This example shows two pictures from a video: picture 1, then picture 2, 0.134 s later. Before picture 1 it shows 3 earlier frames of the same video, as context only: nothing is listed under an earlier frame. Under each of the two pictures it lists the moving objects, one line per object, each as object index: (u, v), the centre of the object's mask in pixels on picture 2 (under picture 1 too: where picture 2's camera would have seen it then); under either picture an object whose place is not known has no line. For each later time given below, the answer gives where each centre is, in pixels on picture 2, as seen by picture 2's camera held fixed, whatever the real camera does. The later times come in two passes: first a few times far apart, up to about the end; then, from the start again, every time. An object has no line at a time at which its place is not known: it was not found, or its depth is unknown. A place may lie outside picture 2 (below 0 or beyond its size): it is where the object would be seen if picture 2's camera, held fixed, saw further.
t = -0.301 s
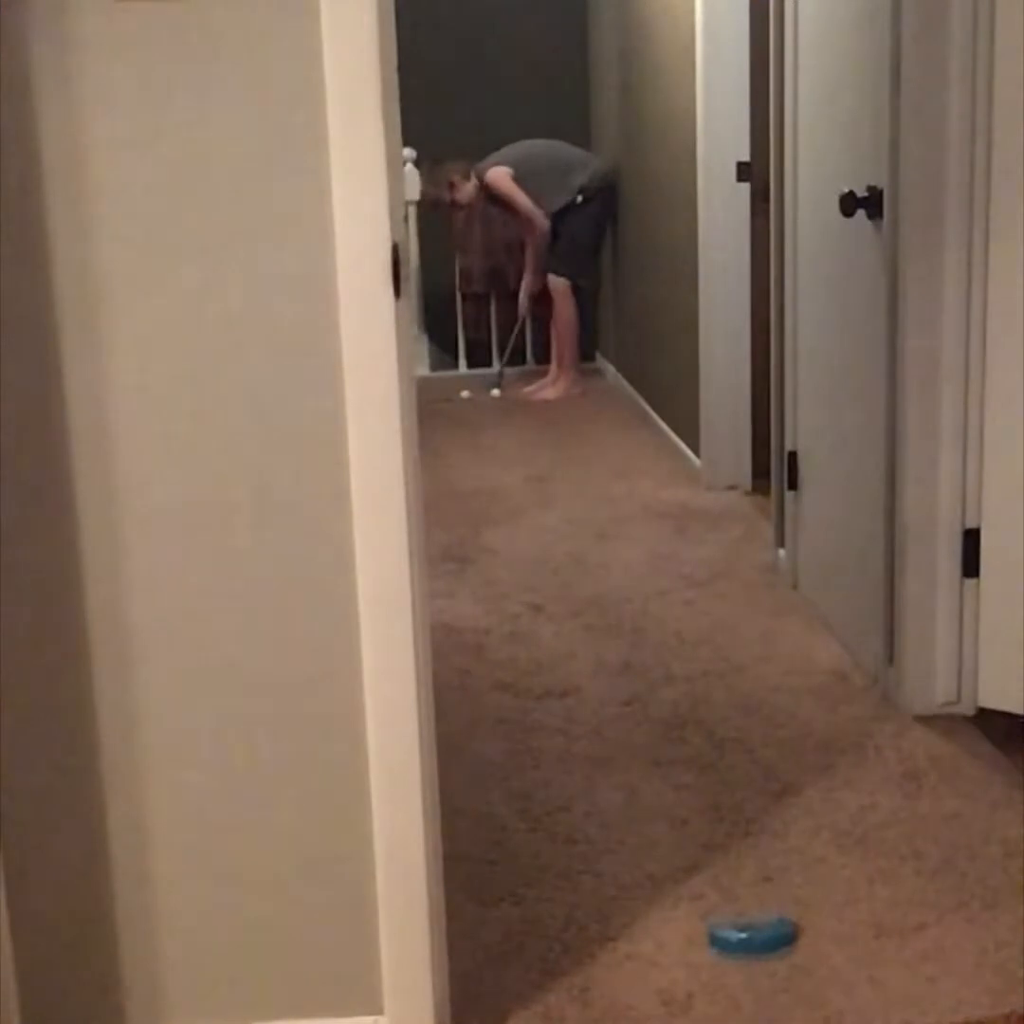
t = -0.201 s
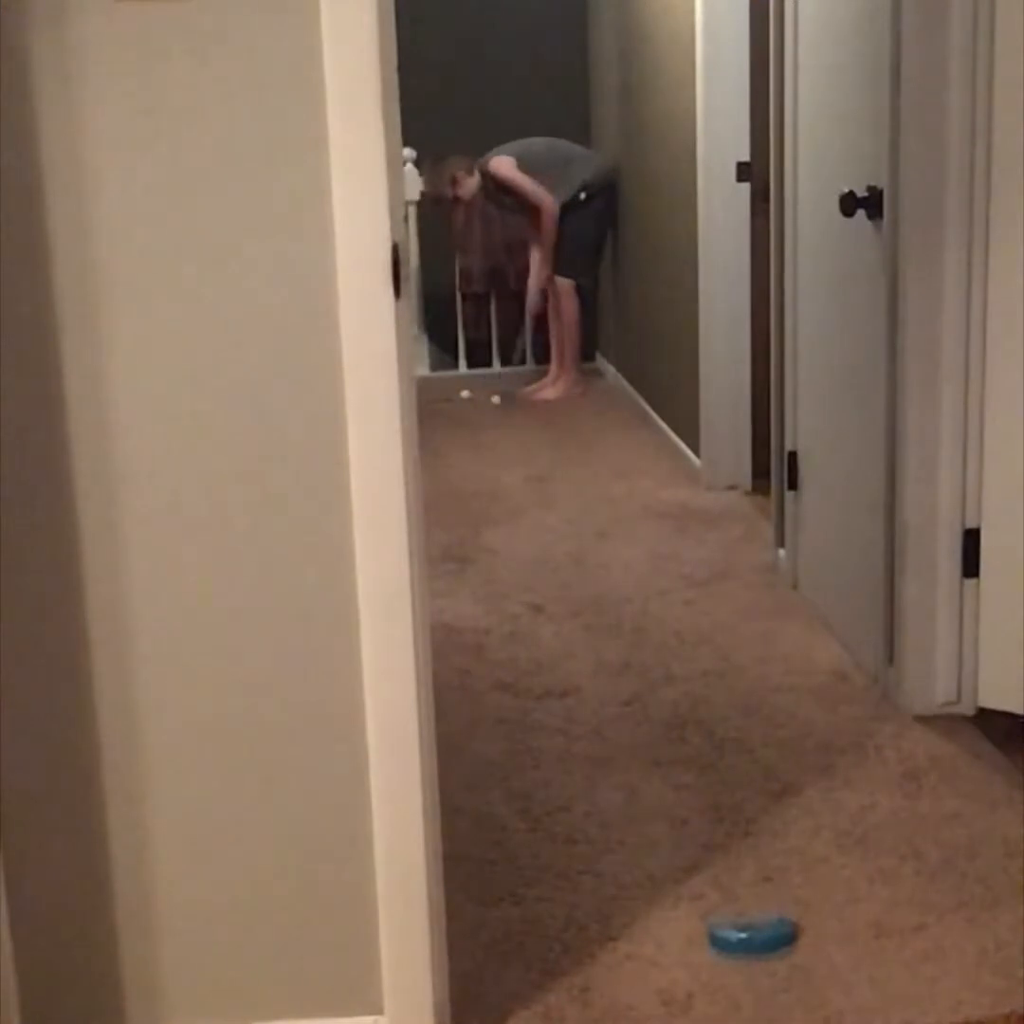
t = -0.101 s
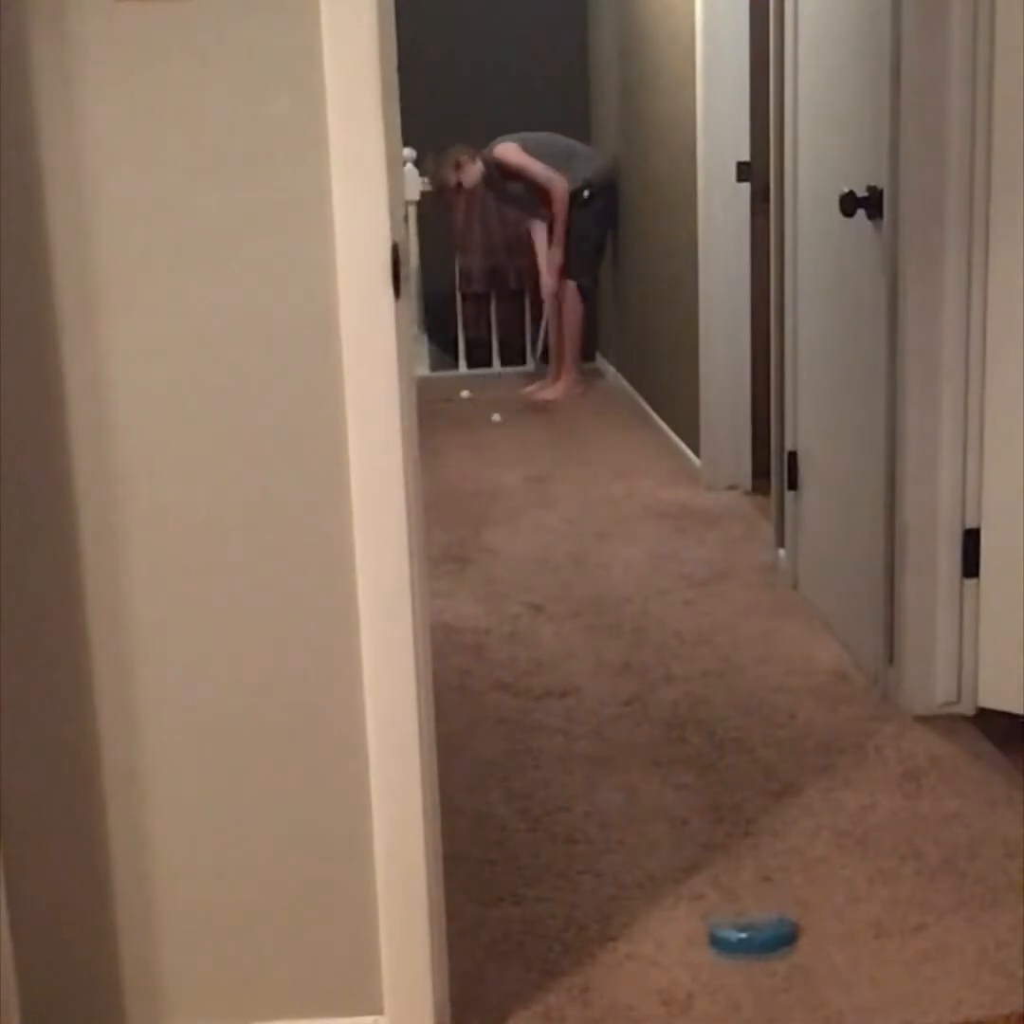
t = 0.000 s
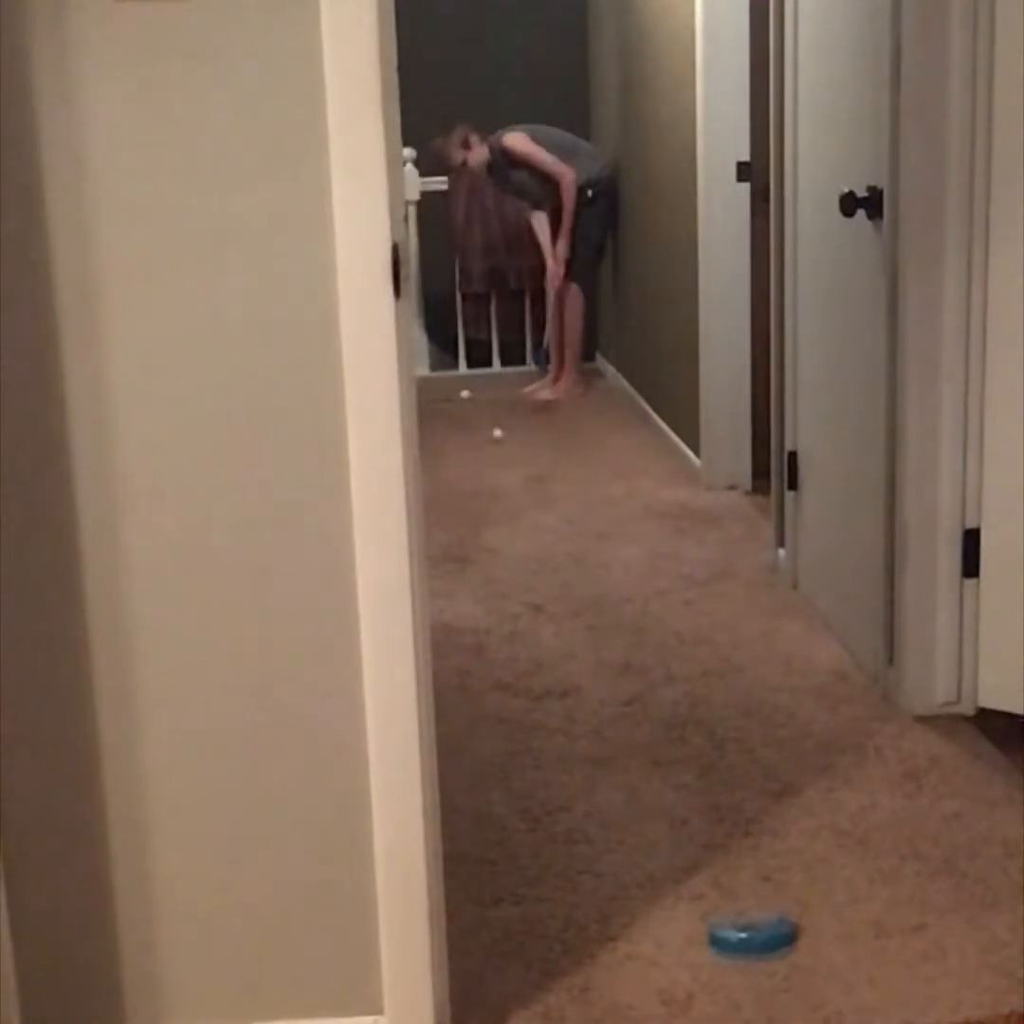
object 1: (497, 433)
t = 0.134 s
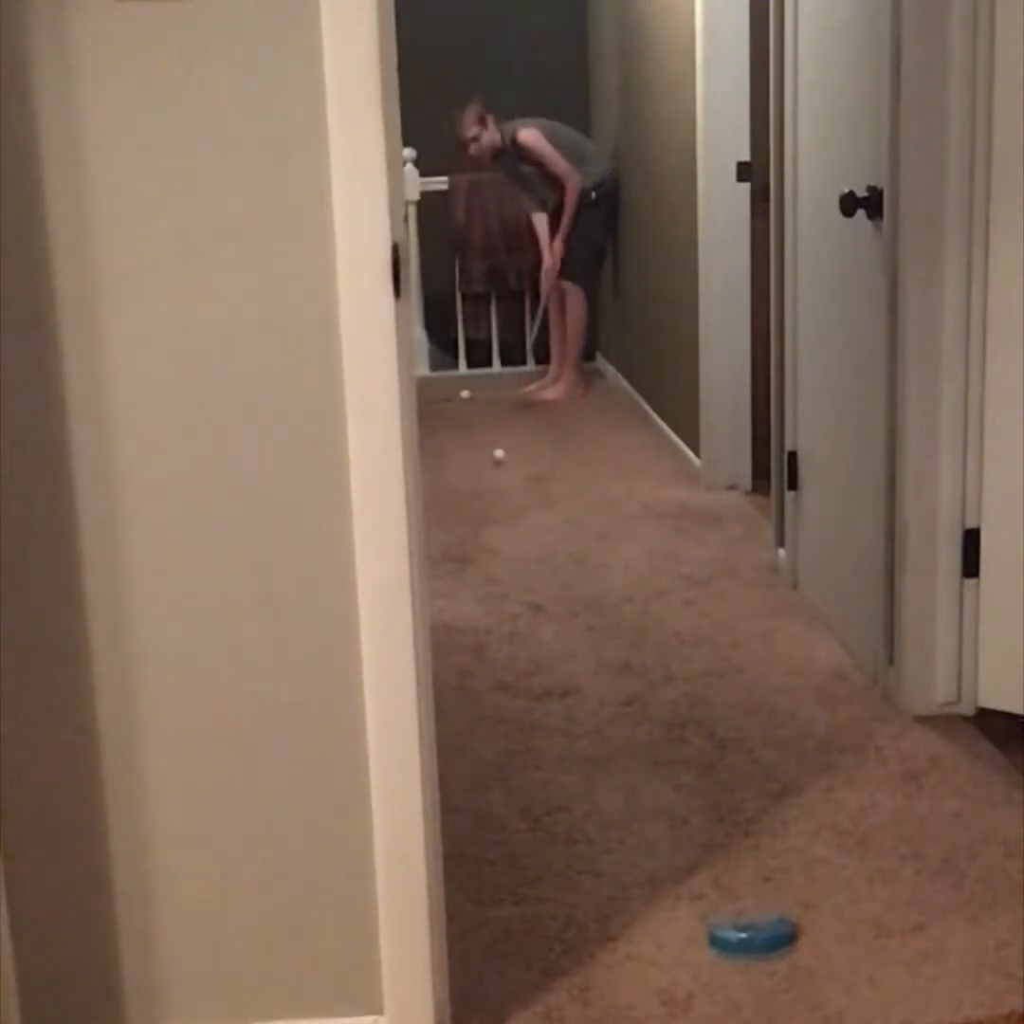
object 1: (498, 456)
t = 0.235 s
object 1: (500, 470)
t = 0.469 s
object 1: (510, 509)
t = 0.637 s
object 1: (519, 536)
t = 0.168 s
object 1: (499, 459)
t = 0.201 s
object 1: (499, 463)
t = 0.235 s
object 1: (500, 470)
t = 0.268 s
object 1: (500, 475)
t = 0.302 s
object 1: (502, 478)
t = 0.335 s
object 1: (505, 485)
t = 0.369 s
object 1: (507, 491)
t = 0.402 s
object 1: (508, 497)
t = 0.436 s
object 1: (509, 501)
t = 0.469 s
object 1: (510, 509)
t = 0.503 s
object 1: (512, 513)
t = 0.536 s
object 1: (513, 520)
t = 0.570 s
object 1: (514, 525)
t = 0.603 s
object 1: (516, 531)
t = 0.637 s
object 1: (519, 536)
